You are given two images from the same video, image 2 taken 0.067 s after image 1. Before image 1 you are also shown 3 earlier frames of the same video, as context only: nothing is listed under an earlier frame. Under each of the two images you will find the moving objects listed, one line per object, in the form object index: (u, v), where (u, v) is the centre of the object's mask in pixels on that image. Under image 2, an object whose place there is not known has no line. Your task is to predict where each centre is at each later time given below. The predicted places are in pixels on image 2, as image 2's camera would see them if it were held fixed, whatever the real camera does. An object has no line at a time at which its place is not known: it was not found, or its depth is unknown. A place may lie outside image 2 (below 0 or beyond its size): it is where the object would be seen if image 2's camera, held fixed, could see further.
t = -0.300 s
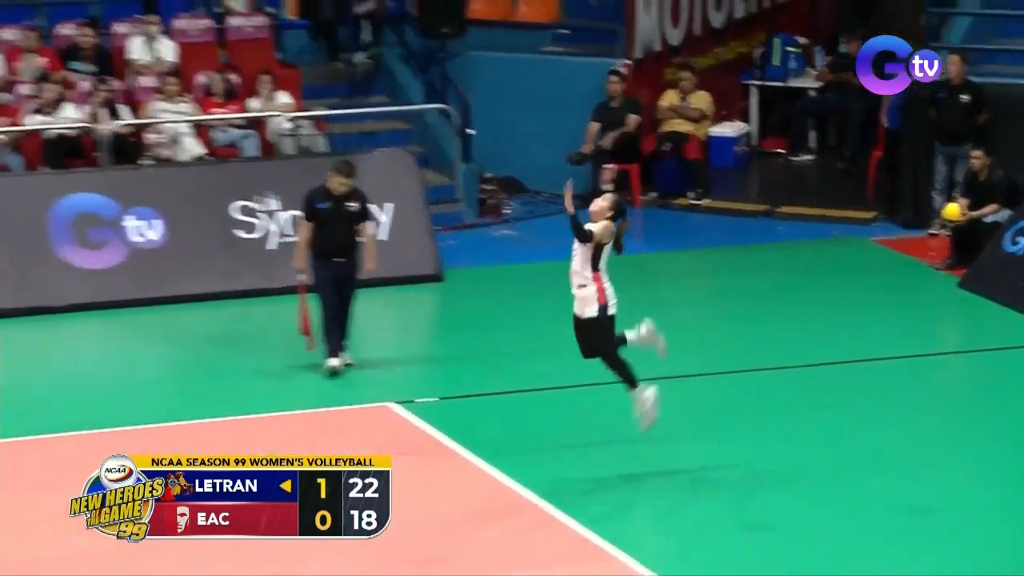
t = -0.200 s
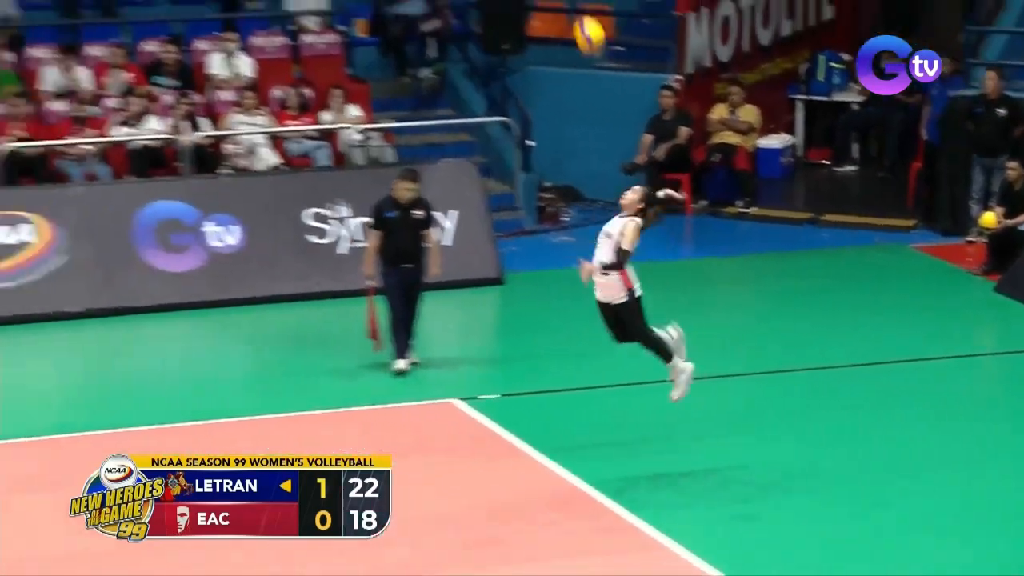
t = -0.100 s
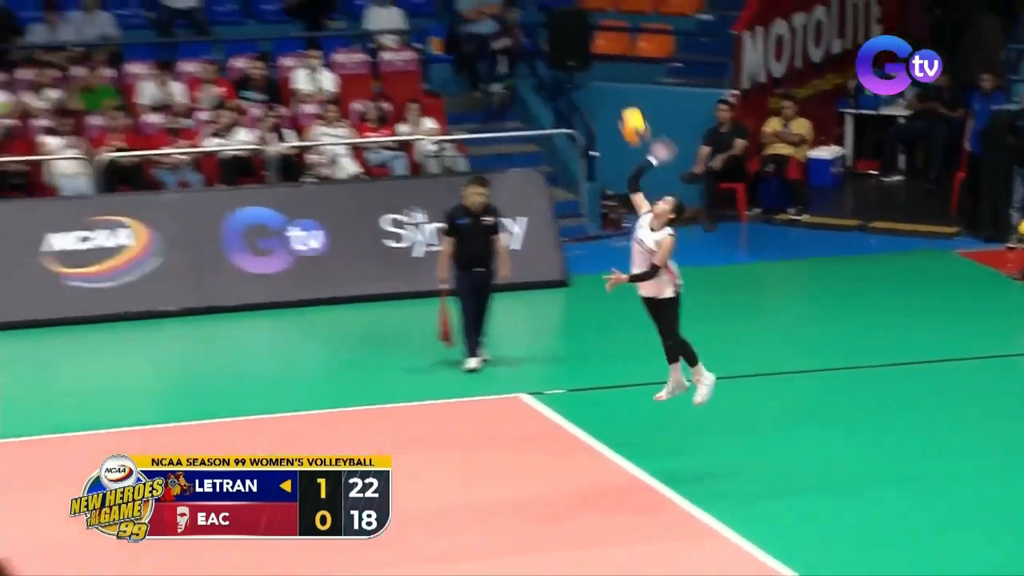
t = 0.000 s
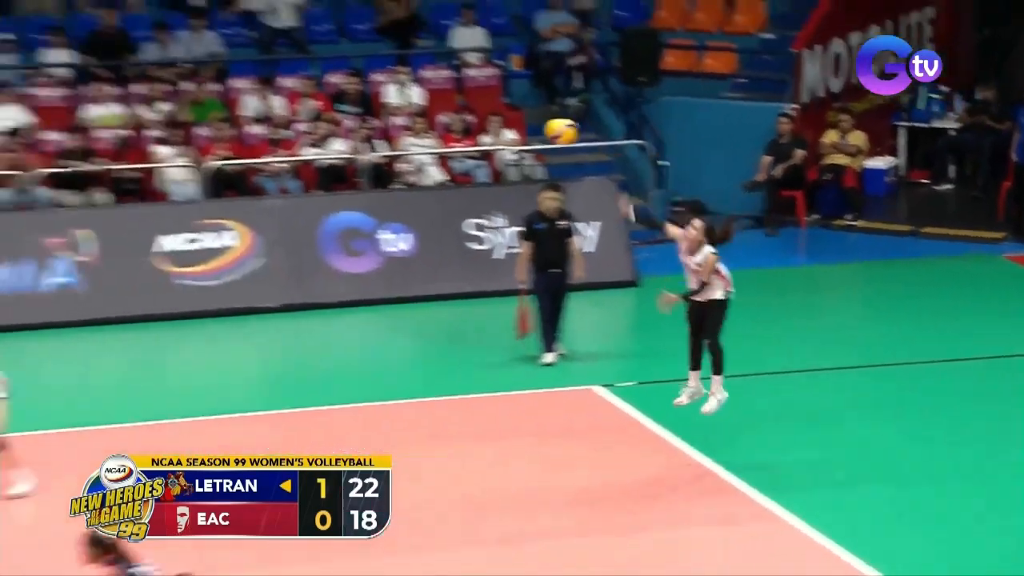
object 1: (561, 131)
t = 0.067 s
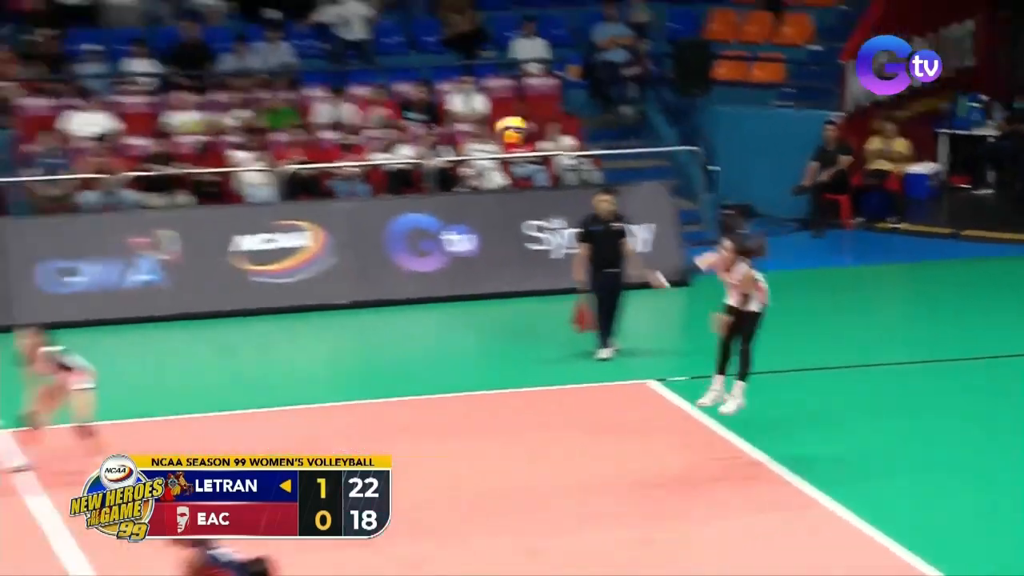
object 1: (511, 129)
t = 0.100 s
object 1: (455, 128)
